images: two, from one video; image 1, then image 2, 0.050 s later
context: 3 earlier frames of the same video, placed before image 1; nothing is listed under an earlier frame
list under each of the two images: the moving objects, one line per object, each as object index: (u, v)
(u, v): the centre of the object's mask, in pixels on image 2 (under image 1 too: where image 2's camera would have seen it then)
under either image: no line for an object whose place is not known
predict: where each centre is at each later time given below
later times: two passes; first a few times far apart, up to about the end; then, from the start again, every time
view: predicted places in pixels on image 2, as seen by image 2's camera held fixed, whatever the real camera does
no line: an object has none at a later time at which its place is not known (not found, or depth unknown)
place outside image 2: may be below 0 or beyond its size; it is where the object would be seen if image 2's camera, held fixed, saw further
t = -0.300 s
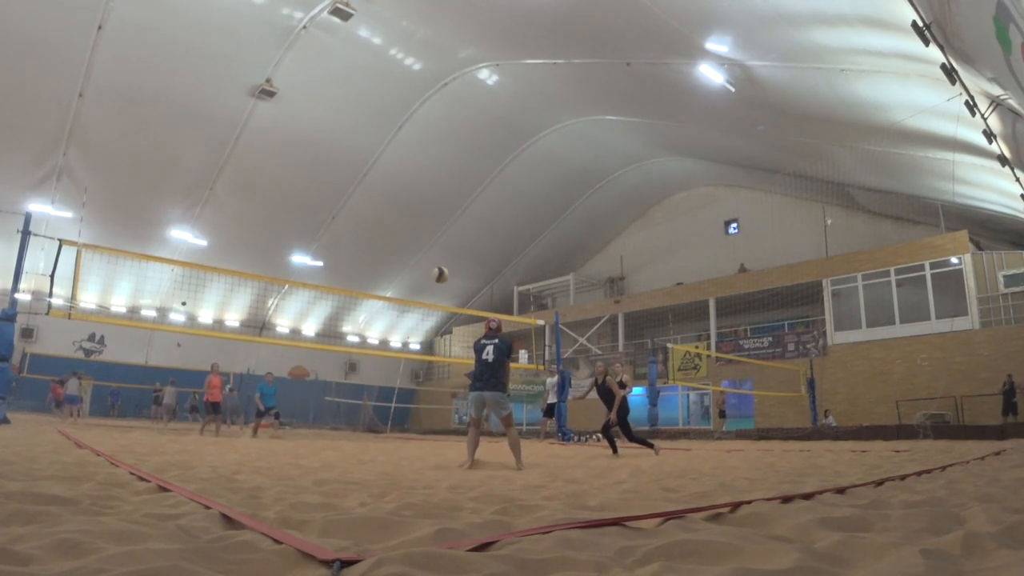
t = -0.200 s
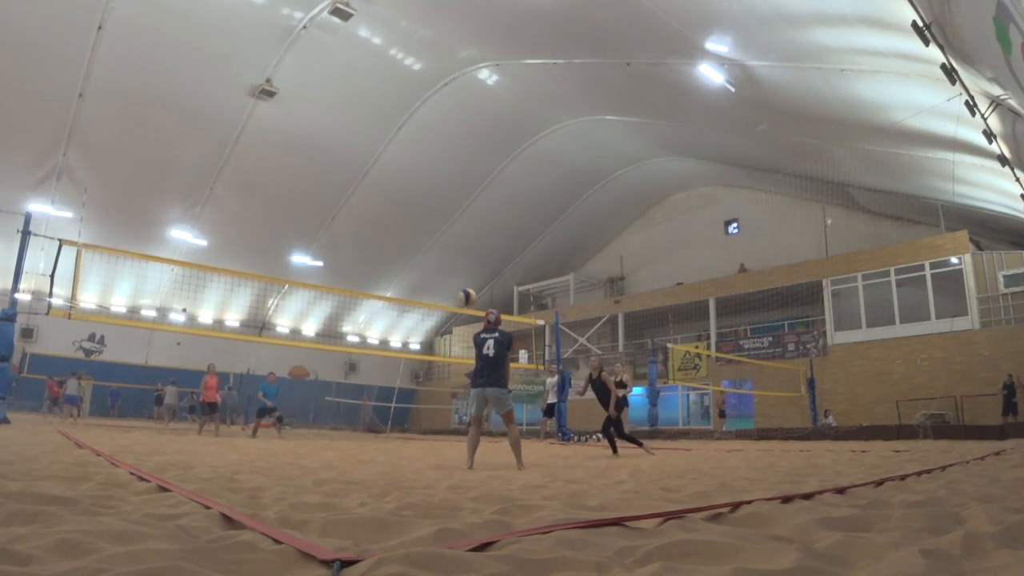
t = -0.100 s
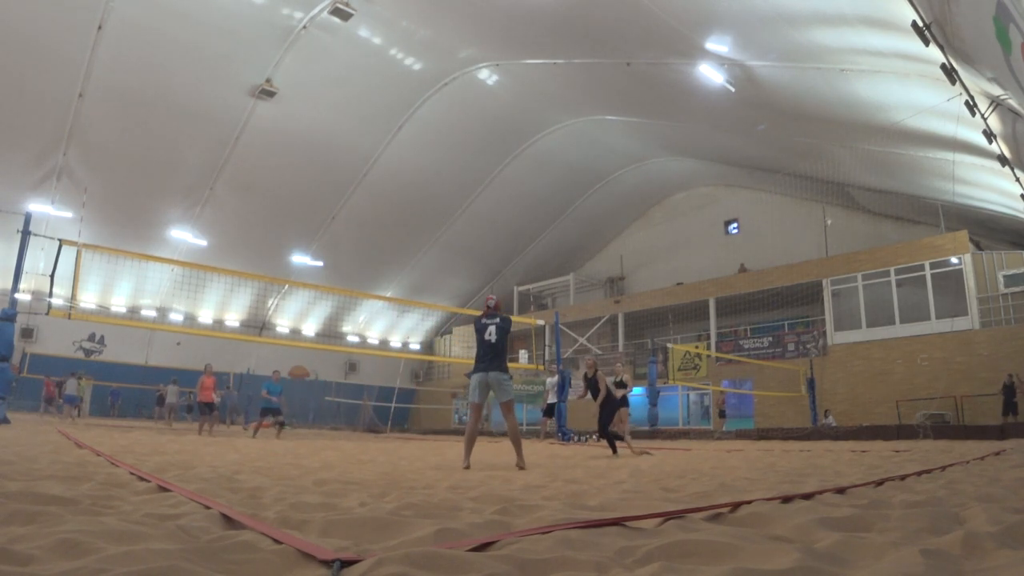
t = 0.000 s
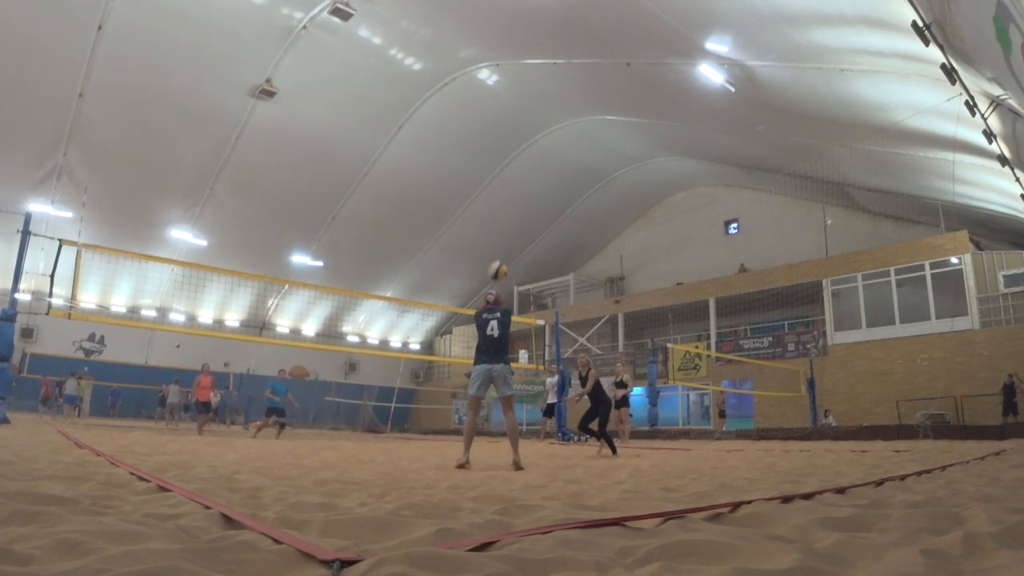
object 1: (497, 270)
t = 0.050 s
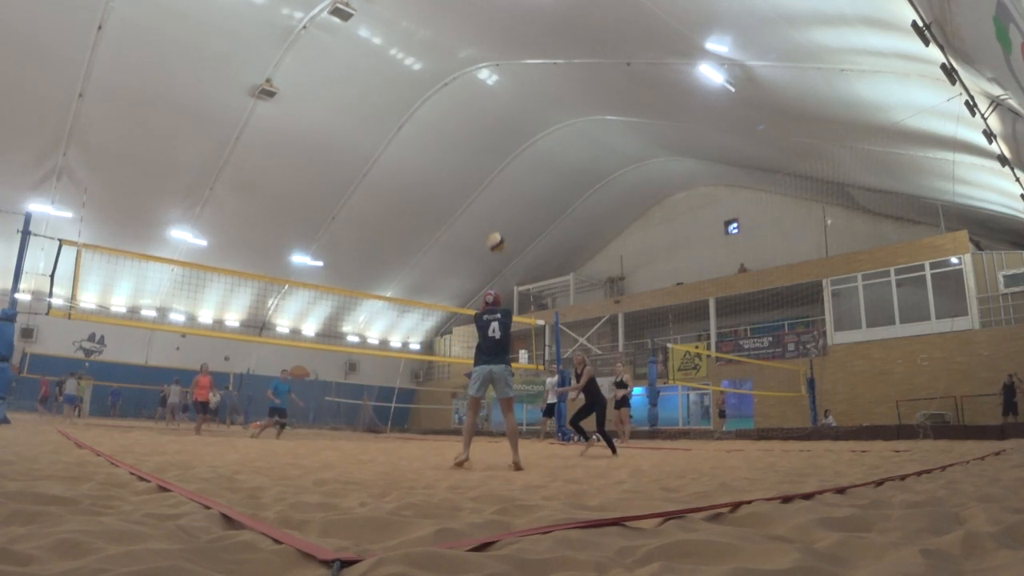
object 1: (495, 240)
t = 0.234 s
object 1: (491, 165)
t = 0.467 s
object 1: (484, 115)
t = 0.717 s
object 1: (477, 106)
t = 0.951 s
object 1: (468, 132)
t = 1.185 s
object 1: (459, 195)
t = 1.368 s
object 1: (451, 269)
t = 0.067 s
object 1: (495, 232)
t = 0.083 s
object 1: (494, 225)
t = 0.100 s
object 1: (494, 217)
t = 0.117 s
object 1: (494, 210)
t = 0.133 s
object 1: (493, 202)
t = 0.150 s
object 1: (493, 196)
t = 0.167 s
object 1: (493, 189)
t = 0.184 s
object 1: (493, 183)
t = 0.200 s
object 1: (492, 177)
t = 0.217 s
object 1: (492, 171)
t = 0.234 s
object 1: (491, 165)
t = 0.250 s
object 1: (491, 159)
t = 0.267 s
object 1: (490, 154)
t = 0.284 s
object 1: (489, 150)
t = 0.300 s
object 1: (489, 145)
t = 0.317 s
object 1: (488, 141)
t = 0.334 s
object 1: (489, 138)
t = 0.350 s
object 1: (488, 134)
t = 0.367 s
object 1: (488, 131)
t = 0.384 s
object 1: (487, 128)
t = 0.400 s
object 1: (486, 124)
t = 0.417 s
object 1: (486, 121)
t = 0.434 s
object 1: (485, 119)
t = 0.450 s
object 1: (485, 117)
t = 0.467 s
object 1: (484, 115)
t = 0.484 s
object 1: (484, 113)
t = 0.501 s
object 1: (483, 111)
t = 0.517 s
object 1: (483, 110)
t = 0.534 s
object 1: (482, 108)
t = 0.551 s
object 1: (482, 107)
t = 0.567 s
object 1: (481, 106)
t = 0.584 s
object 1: (481, 106)
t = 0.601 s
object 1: (480, 104)
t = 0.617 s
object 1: (480, 104)
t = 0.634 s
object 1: (479, 104)
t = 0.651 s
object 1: (478, 104)
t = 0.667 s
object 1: (478, 104)
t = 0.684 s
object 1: (478, 105)
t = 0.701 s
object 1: (477, 105)
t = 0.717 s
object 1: (477, 106)
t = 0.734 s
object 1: (476, 106)
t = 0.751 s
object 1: (475, 107)
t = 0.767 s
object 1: (474, 108)
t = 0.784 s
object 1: (474, 109)
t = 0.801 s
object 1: (473, 112)
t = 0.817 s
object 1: (473, 113)
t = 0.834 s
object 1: (472, 115)
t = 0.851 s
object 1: (472, 117)
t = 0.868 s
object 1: (471, 119)
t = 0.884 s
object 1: (471, 122)
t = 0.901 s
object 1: (470, 124)
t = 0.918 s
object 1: (470, 127)
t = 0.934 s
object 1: (469, 129)
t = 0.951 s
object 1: (468, 132)
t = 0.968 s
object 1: (467, 136)
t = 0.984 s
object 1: (467, 139)
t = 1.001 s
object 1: (467, 143)
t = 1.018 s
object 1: (466, 147)
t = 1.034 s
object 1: (466, 151)
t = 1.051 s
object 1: (465, 155)
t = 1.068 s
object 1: (464, 159)
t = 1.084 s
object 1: (463, 163)
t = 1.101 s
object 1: (462, 168)
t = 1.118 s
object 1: (461, 173)
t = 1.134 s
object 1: (461, 178)
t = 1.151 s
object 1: (461, 184)
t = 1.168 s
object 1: (460, 189)
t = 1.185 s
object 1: (459, 195)
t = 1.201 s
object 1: (459, 200)
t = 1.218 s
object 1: (458, 206)
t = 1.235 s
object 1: (457, 212)
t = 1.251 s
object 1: (456, 219)
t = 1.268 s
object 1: (455, 225)
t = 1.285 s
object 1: (455, 231)
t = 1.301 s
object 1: (454, 238)
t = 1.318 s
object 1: (453, 245)
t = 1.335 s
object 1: (453, 253)
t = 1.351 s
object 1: (452, 261)
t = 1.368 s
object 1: (451, 269)
